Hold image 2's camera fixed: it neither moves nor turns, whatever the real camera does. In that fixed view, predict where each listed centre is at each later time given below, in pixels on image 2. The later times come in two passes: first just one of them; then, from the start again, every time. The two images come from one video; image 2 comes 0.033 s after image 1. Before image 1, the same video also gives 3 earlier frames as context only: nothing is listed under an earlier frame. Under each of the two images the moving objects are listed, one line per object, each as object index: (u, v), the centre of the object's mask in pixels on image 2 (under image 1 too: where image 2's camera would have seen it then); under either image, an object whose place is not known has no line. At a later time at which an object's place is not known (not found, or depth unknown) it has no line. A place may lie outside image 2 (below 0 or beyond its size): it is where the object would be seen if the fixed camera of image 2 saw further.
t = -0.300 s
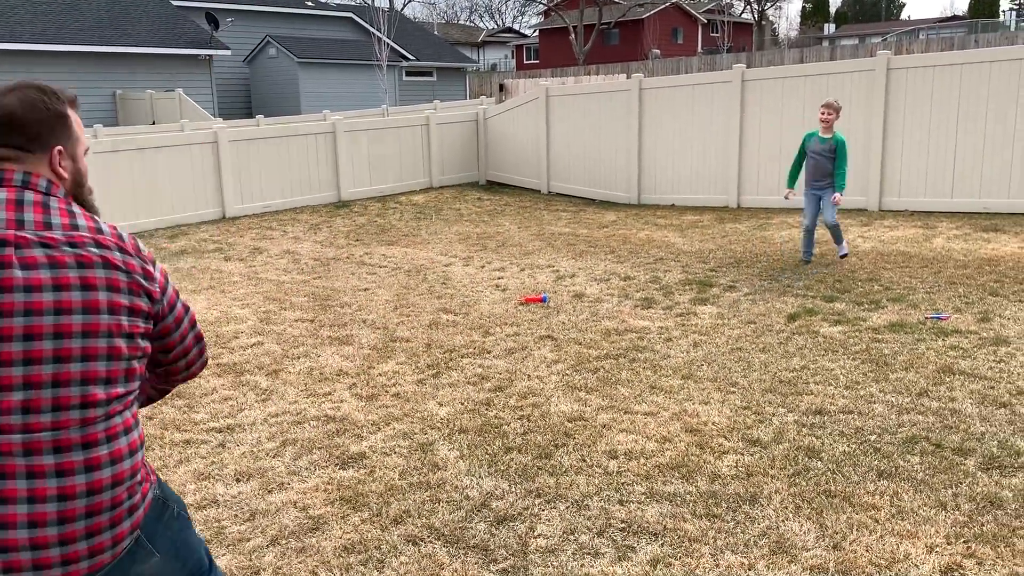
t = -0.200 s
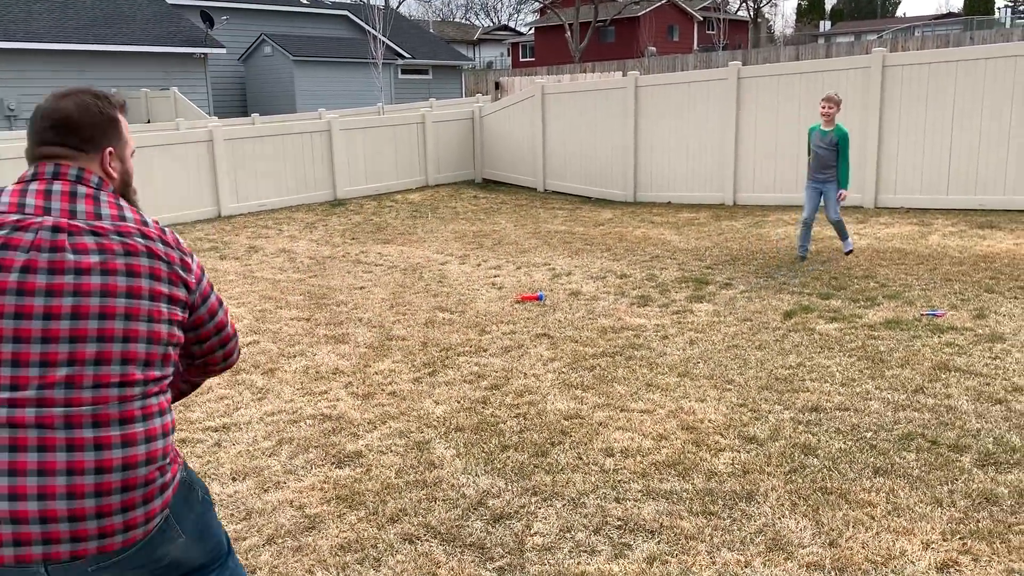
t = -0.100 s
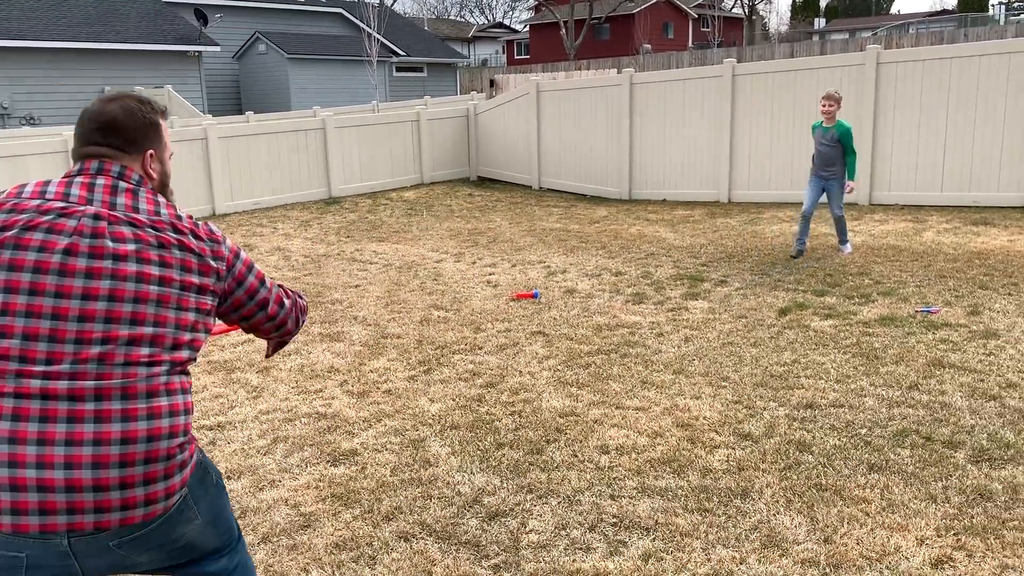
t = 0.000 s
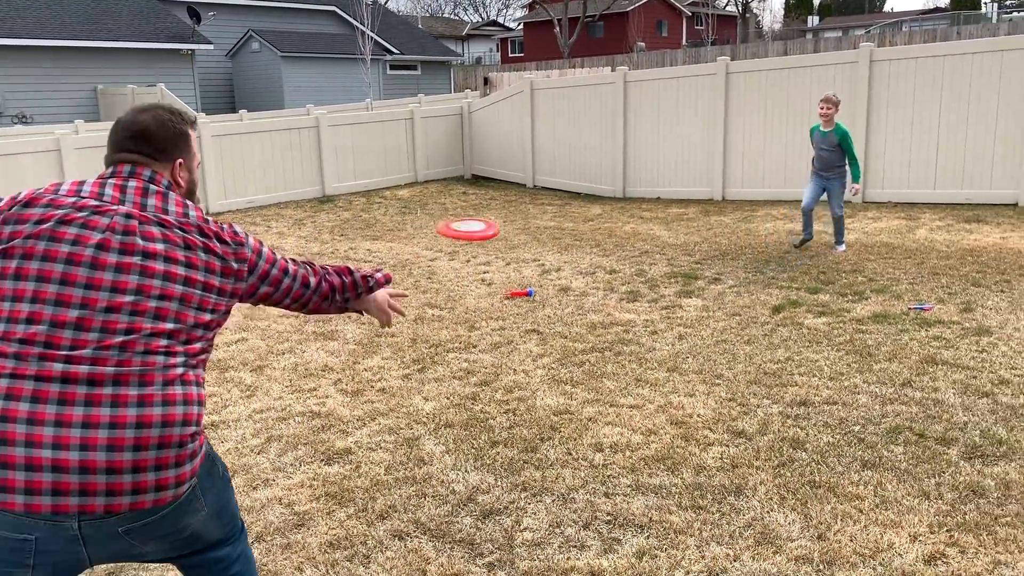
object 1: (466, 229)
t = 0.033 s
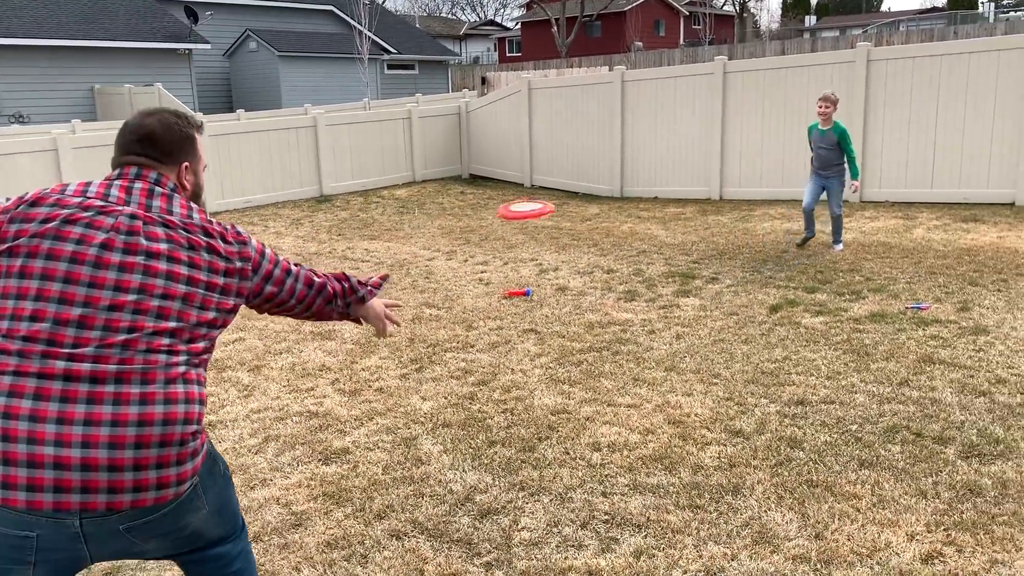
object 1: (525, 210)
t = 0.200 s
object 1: (742, 158)
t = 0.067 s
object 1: (579, 194)
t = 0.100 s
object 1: (625, 183)
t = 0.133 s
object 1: (669, 173)
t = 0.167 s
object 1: (706, 164)
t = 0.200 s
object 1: (742, 158)
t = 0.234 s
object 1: (774, 153)
